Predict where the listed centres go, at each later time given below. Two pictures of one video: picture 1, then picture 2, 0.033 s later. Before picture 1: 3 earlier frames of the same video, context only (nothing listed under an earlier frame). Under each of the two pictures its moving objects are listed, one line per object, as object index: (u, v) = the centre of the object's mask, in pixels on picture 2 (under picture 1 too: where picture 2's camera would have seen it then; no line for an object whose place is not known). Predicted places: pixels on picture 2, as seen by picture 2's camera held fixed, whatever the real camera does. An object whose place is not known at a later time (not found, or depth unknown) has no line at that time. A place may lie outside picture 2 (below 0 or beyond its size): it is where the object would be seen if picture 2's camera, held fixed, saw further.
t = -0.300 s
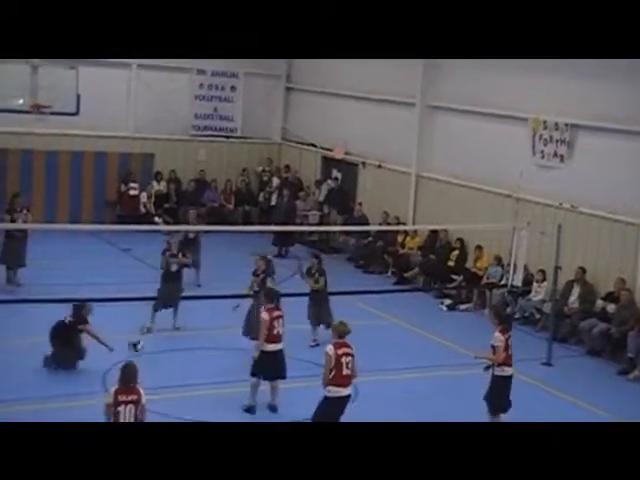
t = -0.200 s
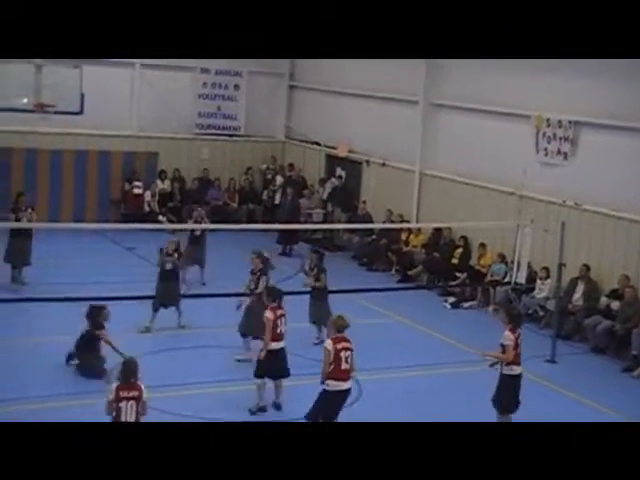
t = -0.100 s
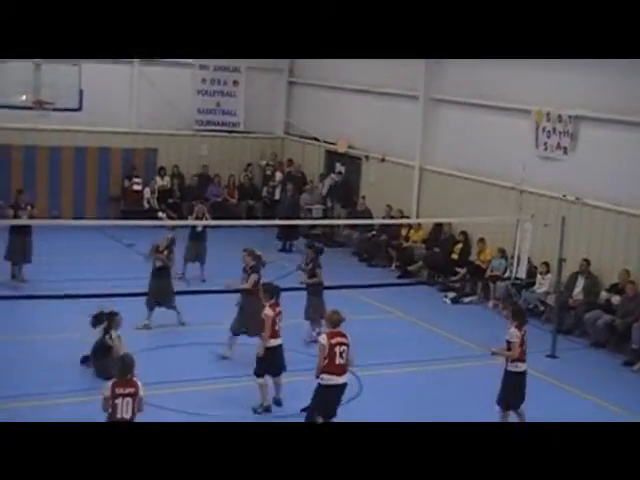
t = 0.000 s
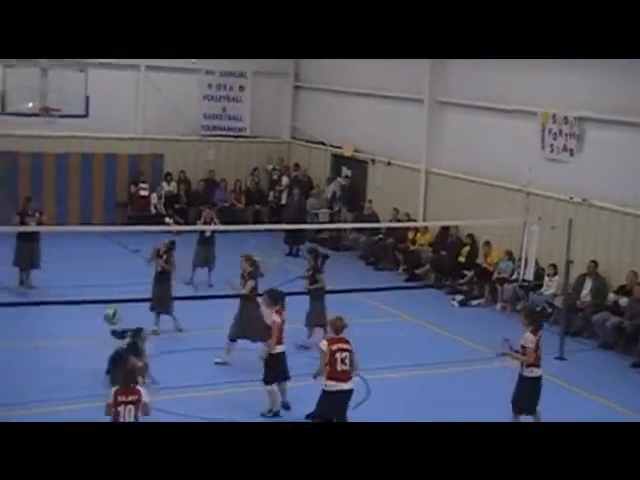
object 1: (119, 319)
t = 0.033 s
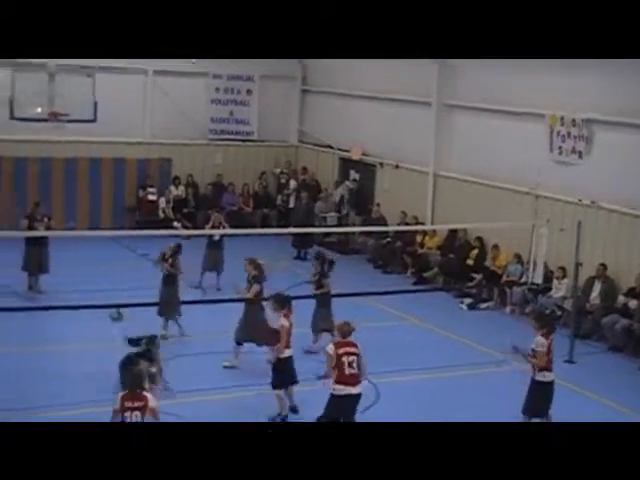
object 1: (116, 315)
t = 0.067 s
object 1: (112, 308)
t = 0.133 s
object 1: (105, 296)
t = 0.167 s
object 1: (102, 291)
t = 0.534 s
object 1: (67, 293)
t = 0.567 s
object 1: (67, 295)
